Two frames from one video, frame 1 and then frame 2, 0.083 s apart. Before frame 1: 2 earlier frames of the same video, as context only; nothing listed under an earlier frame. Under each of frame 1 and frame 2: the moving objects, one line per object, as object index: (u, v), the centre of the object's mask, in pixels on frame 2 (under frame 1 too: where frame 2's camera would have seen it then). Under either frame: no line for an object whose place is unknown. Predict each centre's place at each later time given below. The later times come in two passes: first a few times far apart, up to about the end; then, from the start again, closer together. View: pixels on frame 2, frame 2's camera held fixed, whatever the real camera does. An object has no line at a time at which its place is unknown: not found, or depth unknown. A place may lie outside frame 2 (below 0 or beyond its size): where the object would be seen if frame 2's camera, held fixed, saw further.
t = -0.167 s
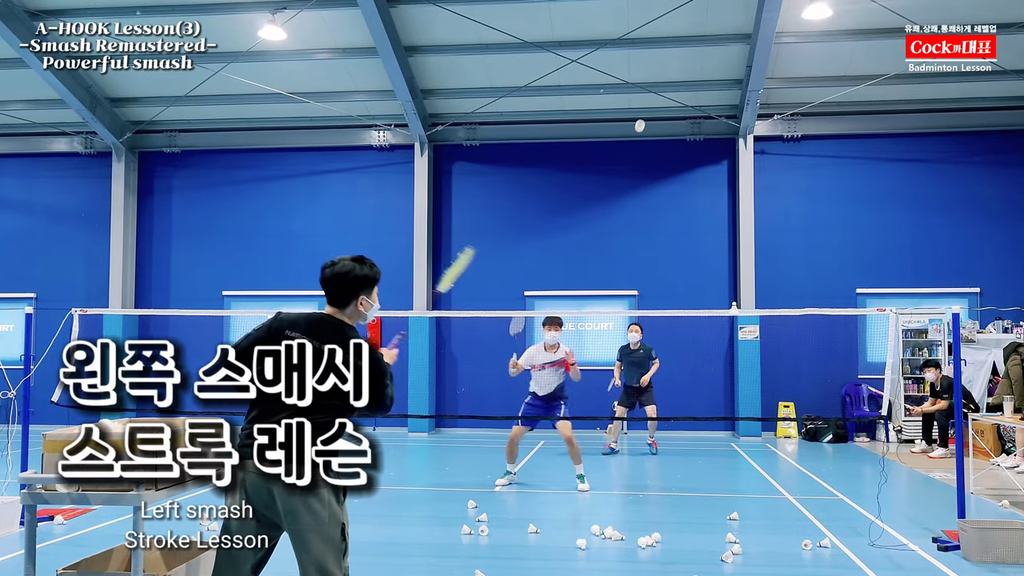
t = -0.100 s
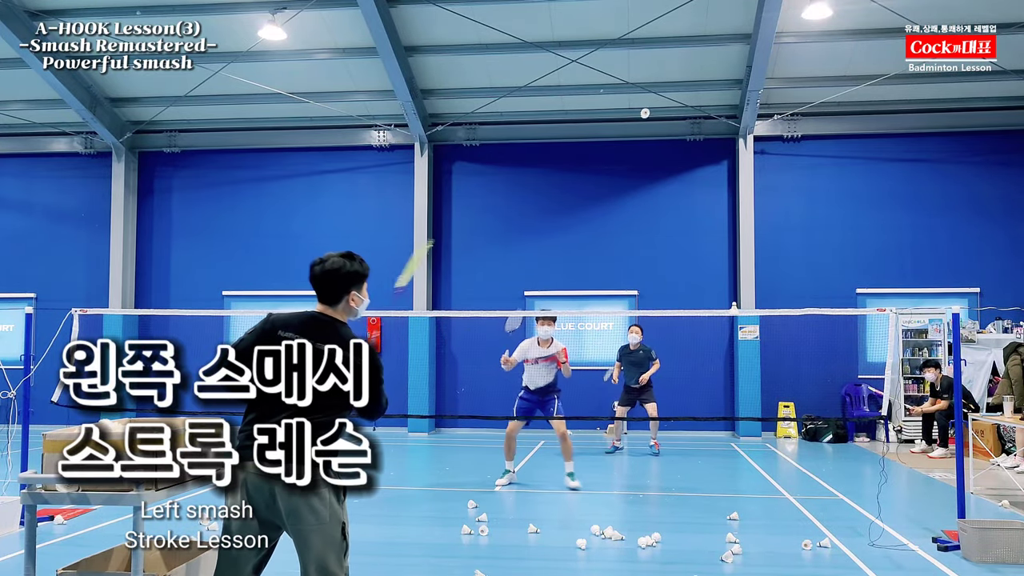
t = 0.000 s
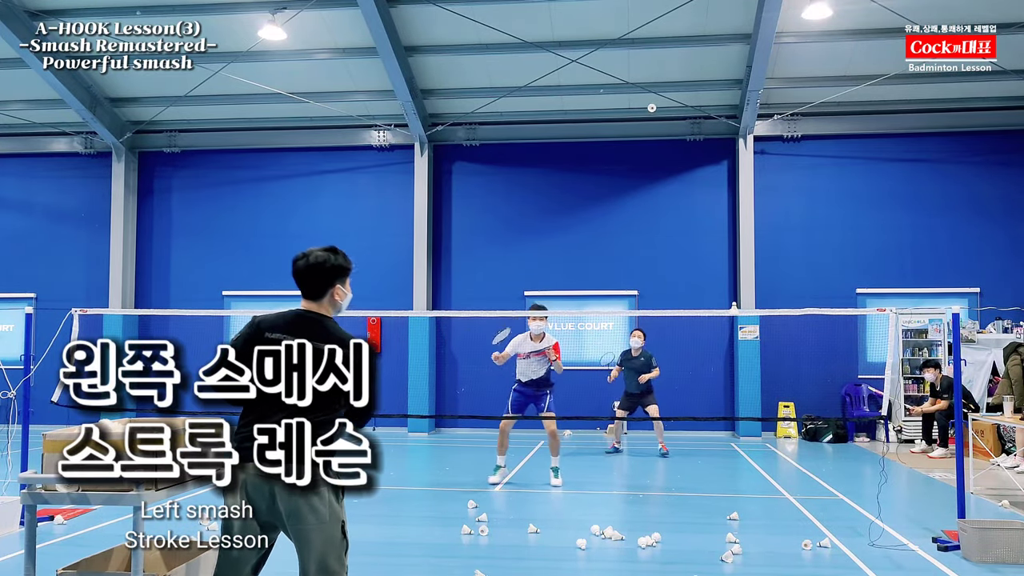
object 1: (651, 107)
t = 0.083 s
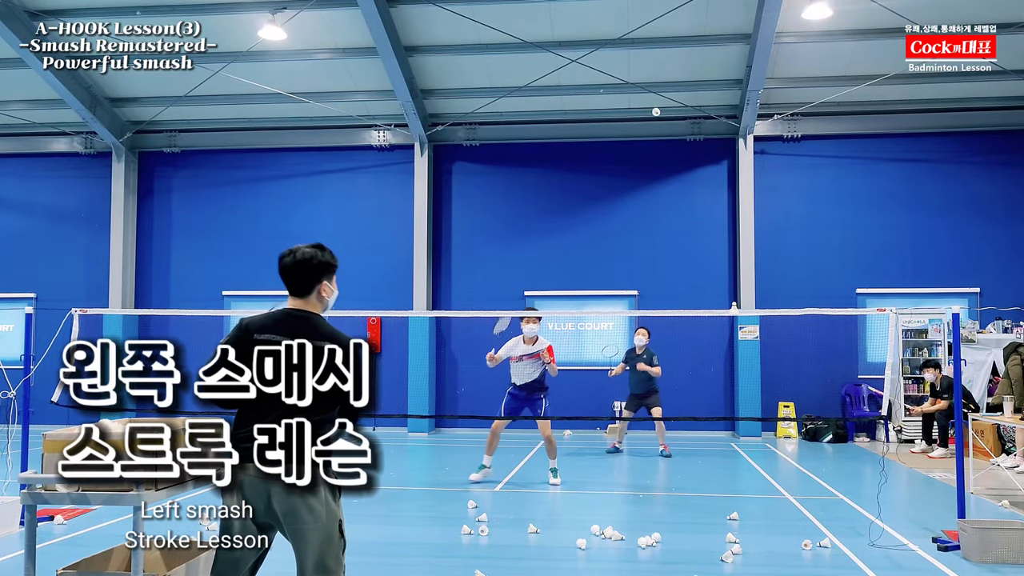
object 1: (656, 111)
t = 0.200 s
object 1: (661, 127)
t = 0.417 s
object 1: (671, 178)
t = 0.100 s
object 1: (656, 113)
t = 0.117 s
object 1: (657, 115)
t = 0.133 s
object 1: (658, 117)
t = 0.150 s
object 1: (659, 119)
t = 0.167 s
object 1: (660, 121)
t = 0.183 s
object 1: (661, 124)
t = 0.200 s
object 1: (661, 127)
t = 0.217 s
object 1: (662, 130)
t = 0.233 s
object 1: (663, 133)
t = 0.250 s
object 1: (664, 137)
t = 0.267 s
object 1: (665, 140)
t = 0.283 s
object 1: (665, 144)
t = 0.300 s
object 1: (666, 148)
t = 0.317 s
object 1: (667, 152)
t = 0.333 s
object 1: (668, 156)
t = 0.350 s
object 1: (669, 160)
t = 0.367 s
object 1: (669, 163)
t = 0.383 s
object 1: (670, 168)
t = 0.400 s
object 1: (671, 173)
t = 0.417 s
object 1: (671, 178)
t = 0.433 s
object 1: (672, 183)
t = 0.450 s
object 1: (673, 188)
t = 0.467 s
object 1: (673, 193)
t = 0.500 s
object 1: (675, 204)
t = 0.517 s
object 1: (676, 210)
